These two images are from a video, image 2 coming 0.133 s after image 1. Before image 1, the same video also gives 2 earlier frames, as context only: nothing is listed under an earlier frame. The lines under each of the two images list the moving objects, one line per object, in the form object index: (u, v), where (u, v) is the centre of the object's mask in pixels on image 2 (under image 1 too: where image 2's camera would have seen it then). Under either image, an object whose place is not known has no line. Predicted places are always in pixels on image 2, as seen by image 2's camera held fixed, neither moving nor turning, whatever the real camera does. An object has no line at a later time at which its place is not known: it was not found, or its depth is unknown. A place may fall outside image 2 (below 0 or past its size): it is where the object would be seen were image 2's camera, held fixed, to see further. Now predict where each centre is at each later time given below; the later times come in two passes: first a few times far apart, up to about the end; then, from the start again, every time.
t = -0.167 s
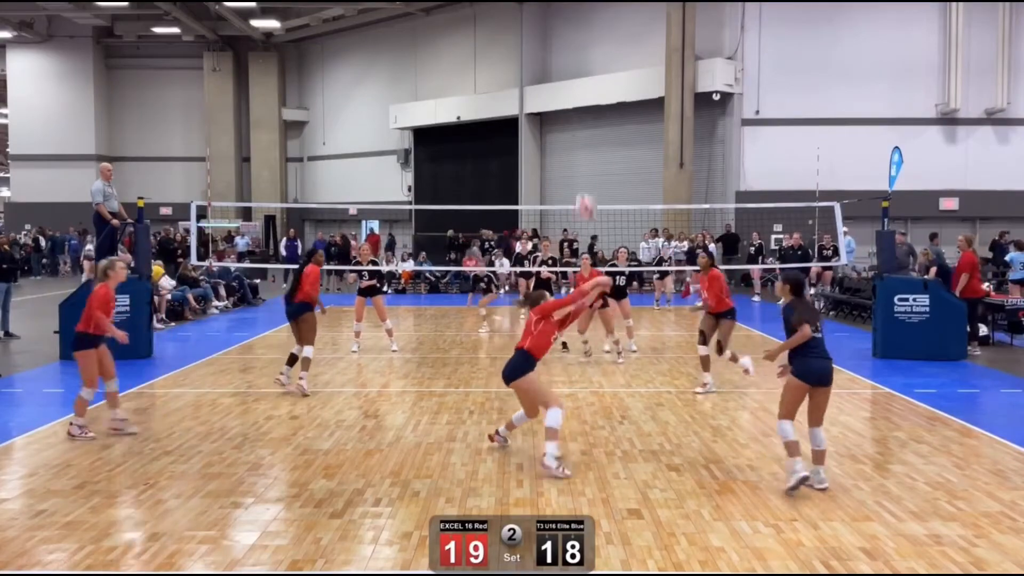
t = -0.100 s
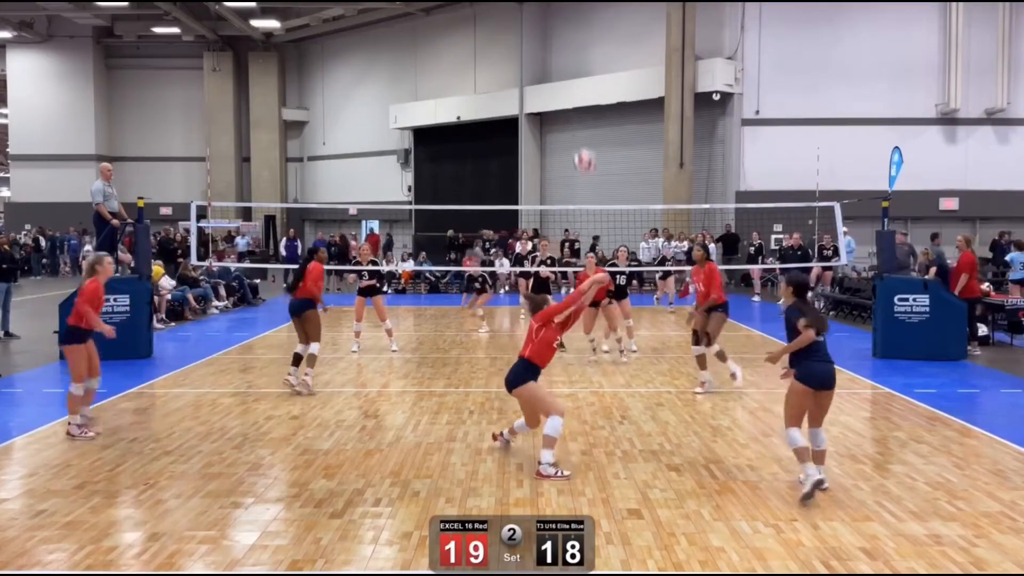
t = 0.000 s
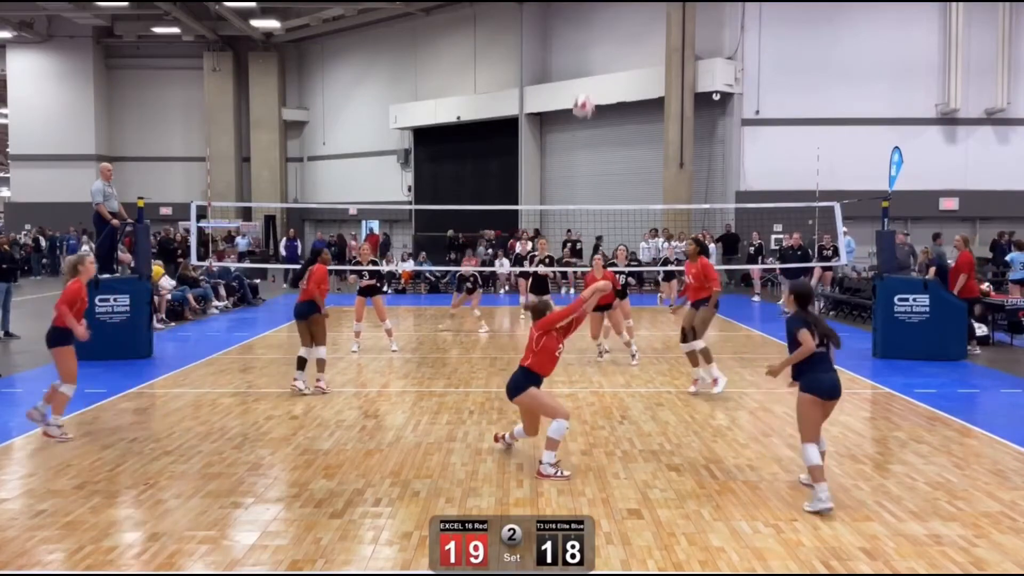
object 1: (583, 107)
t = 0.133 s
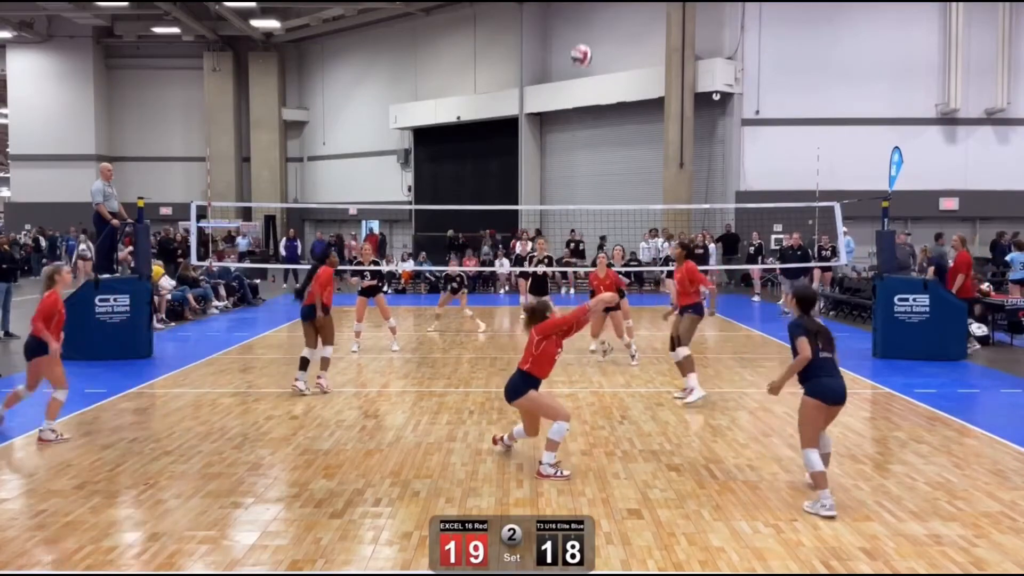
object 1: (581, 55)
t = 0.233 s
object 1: (579, 31)
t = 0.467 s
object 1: (576, 16)
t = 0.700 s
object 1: (571, 48)
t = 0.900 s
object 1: (569, 108)
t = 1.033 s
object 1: (567, 157)
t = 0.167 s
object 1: (580, 46)
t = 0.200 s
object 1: (580, 38)
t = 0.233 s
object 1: (579, 31)
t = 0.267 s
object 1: (579, 26)
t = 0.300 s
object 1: (579, 22)
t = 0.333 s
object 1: (578, 19)
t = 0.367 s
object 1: (578, 17)
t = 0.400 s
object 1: (577, 16)
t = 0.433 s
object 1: (577, 15)
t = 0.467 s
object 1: (576, 16)
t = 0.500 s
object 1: (575, 18)
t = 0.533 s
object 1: (575, 21)
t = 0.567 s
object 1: (574, 24)
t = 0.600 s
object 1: (573, 29)
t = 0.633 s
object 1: (573, 34)
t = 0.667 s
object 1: (573, 40)
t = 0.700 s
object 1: (571, 48)
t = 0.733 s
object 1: (571, 56)
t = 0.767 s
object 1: (571, 64)
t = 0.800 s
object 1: (570, 74)
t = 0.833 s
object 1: (570, 85)
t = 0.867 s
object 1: (569, 96)
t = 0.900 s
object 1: (569, 108)
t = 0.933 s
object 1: (568, 119)
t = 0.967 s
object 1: (568, 131)
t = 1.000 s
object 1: (567, 144)
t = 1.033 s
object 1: (567, 157)
